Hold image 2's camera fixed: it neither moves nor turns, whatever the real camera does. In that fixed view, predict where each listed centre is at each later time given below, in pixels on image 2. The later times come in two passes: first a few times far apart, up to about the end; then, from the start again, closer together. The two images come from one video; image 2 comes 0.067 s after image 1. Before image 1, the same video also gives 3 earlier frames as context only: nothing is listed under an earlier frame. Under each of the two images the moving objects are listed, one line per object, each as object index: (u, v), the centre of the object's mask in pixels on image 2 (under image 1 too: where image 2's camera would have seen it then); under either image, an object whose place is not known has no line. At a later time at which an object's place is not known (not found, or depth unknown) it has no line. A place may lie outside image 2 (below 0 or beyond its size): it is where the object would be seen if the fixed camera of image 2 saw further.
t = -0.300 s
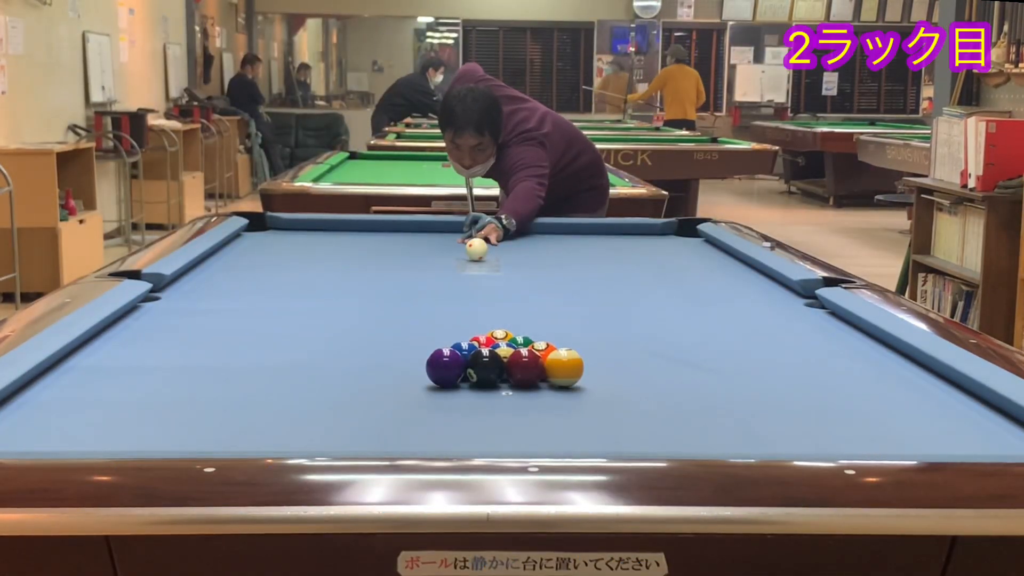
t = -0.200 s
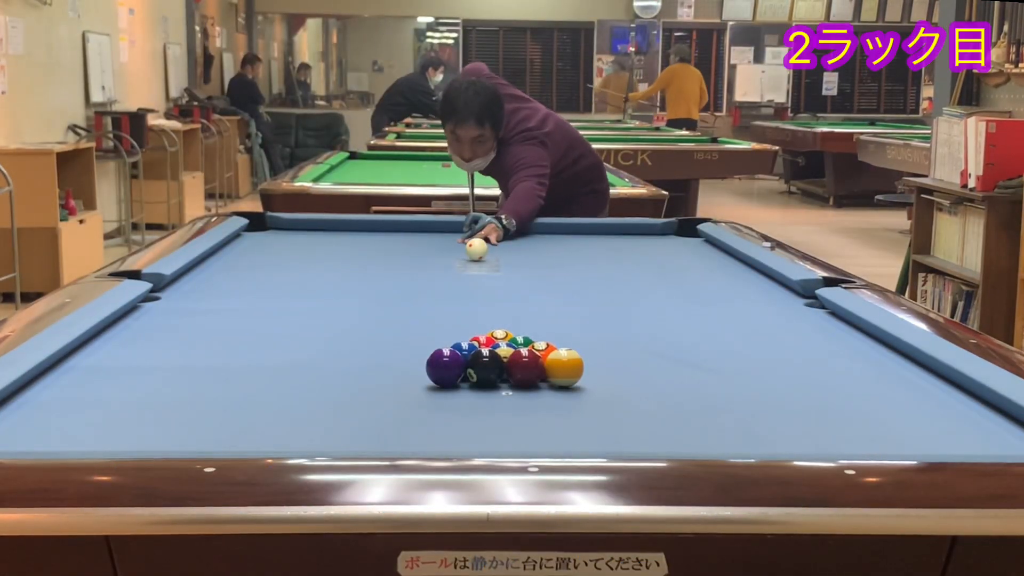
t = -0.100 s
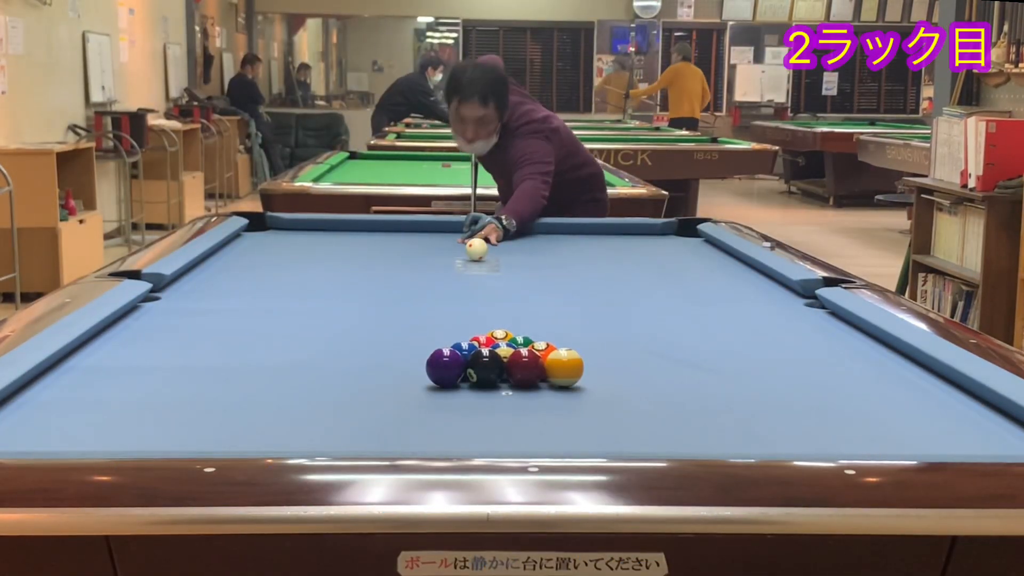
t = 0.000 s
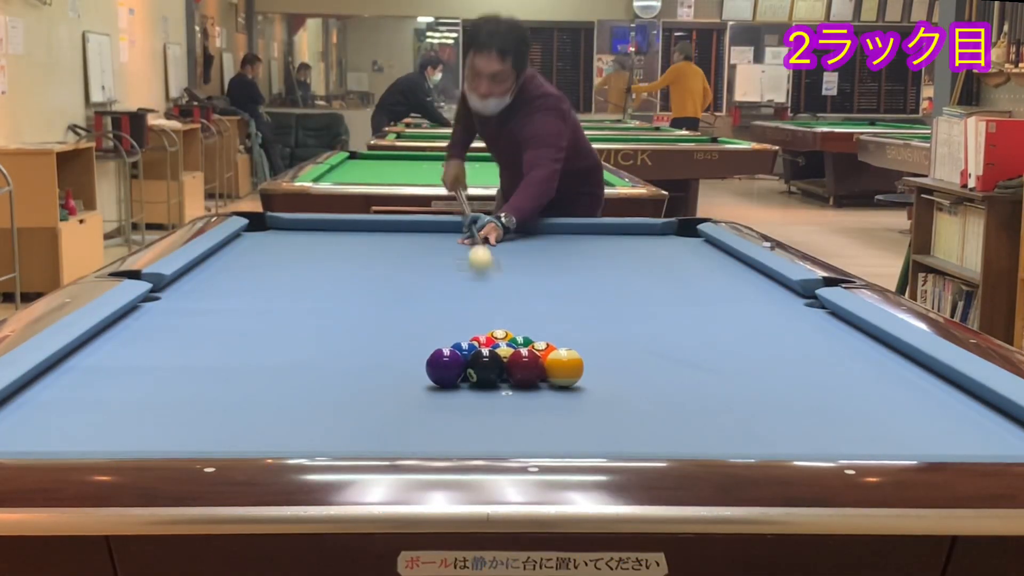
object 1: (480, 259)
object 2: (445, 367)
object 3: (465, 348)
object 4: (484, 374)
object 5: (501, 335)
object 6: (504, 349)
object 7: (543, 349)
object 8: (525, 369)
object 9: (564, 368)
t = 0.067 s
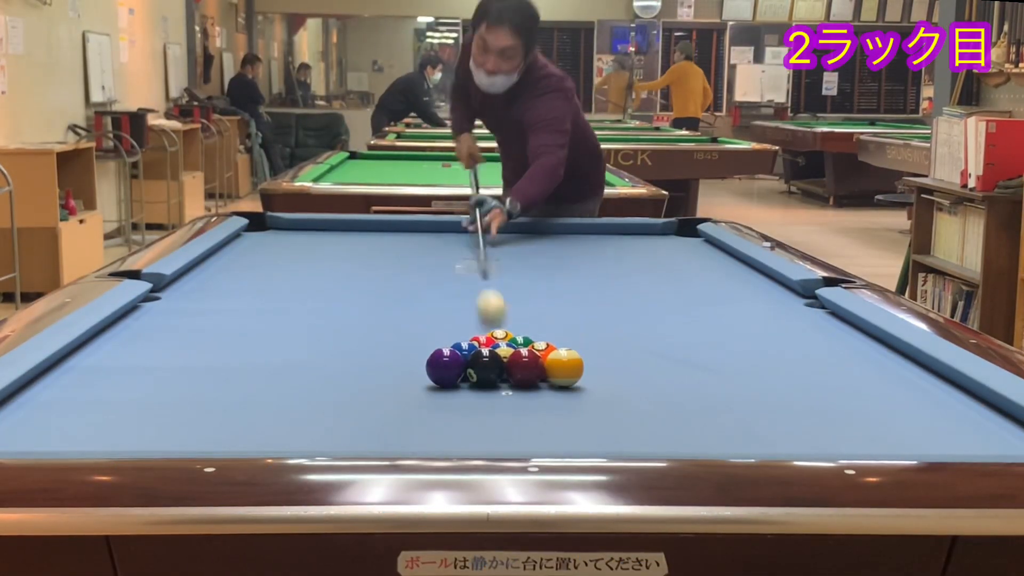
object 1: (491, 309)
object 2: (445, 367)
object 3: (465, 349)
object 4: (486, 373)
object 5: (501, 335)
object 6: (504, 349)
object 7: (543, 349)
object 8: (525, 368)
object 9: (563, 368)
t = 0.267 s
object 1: (544, 234)
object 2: (162, 419)
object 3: (405, 367)
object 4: (390, 413)
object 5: (469, 318)
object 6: (515, 363)
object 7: (626, 365)
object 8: (628, 428)
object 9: (885, 431)
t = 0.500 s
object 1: (592, 277)
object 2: (153, 322)
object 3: (329, 372)
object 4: (270, 444)
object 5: (430, 320)
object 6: (530, 354)
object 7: (725, 364)
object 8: (678, 415)
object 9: (849, 345)
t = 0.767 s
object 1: (636, 283)
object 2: (297, 279)
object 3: (242, 376)
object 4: (229, 419)
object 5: (392, 306)
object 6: (545, 351)
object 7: (836, 367)
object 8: (688, 372)
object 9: (689, 298)
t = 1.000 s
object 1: (665, 271)
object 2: (371, 254)
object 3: (157, 384)
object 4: (200, 396)
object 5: (363, 294)
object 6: (555, 348)
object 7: (924, 369)
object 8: (695, 343)
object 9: (602, 282)
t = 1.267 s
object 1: (694, 258)
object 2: (434, 231)
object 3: (42, 383)
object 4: (200, 380)
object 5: (334, 282)
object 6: (565, 346)
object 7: (874, 365)
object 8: (702, 318)
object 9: (520, 268)
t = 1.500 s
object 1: (716, 249)
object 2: (493, 231)
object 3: (97, 380)
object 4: (210, 372)
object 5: (312, 273)
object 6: (571, 345)
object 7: (836, 363)
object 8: (706, 300)
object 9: (457, 257)
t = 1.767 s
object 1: (689, 241)
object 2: (584, 243)
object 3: (151, 376)
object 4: (213, 355)
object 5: (290, 265)
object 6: (578, 343)
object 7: (797, 360)
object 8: (711, 284)
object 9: (395, 247)
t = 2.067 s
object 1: (656, 233)
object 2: (696, 257)
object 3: (204, 372)
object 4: (218, 342)
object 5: (267, 256)
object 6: (582, 343)
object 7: (759, 358)
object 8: (716, 268)
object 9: (334, 236)
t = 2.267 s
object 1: (637, 229)
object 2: (744, 266)
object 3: (236, 370)
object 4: (218, 339)
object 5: (254, 250)
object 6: (583, 343)
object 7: (737, 356)
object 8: (694, 259)
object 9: (298, 230)
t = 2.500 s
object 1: (616, 228)
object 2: (745, 276)
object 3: (269, 368)
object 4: (220, 334)
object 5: (240, 245)
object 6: (583, 343)
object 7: (714, 355)
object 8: (642, 250)
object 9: (260, 224)
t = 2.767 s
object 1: (593, 228)
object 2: (747, 290)
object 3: (303, 367)
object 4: (222, 328)
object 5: (241, 240)
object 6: (583, 343)
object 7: (691, 354)
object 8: (591, 242)
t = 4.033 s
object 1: (488, 243)
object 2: (758, 380)
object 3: (405, 362)
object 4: (226, 314)
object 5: (289, 224)
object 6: (583, 343)
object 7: (631, 353)
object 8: (442, 233)
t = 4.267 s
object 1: (470, 245)
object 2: (762, 405)
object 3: (415, 362)
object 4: (226, 312)
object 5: (295, 223)
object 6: (583, 343)
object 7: (628, 353)
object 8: (424, 235)
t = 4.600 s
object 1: (446, 248)
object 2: (768, 438)
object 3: (424, 362)
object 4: (226, 312)
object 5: (296, 224)
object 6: (583, 343)
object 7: (627, 353)
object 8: (397, 239)
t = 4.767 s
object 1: (434, 249)
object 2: (747, 440)
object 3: (426, 362)
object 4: (226, 312)
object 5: (296, 225)
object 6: (583, 343)
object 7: (627, 353)
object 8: (384, 240)
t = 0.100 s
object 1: (501, 324)
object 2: (444, 368)
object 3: (464, 349)
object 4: (485, 373)
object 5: (500, 334)
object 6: (503, 352)
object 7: (544, 349)
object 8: (526, 369)
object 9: (568, 368)
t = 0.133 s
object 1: (510, 295)
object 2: (378, 394)
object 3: (446, 358)
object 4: (467, 379)
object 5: (493, 325)
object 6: (506, 360)
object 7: (564, 357)
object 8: (544, 378)
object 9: (635, 389)
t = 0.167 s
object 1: (519, 271)
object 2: (303, 425)
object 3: (435, 358)
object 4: (448, 389)
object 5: (487, 313)
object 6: (508, 359)
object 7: (581, 360)
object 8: (564, 391)
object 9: (710, 410)
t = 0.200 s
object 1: (528, 251)
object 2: (213, 442)
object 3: (425, 361)
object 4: (428, 398)
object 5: (481, 309)
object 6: (511, 364)
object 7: (597, 362)
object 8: (584, 403)
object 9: (795, 433)
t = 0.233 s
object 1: (536, 240)
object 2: (182, 434)
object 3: (416, 365)
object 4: (410, 404)
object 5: (475, 310)
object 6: (513, 364)
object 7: (612, 362)
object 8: (605, 417)
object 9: (873, 441)
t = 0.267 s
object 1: (544, 234)
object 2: (162, 419)
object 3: (405, 367)
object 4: (390, 413)
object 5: (469, 318)
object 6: (515, 363)
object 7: (626, 365)
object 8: (628, 428)
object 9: (885, 431)
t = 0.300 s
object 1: (551, 237)
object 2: (145, 398)
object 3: (394, 369)
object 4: (370, 423)
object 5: (462, 335)
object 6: (517, 362)
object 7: (640, 365)
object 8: (651, 436)
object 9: (894, 416)
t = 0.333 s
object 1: (558, 242)
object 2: (134, 381)
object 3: (383, 369)
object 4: (352, 432)
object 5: (457, 323)
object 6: (519, 361)
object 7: (654, 363)
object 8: (673, 442)
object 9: (903, 400)
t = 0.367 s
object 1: (566, 256)
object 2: (123, 366)
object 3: (372, 369)
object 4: (333, 436)
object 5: (452, 318)
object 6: (522, 359)
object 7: (668, 363)
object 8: (674, 438)
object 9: (911, 386)
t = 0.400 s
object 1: (572, 272)
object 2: (111, 352)
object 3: (361, 370)
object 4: (297, 441)
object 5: (446, 320)
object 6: (524, 358)
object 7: (682, 364)
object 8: (675, 433)
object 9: (918, 373)
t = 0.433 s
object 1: (579, 295)
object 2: (106, 338)
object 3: (351, 370)
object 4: (292, 445)
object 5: (441, 323)
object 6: (526, 356)
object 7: (697, 364)
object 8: (676, 428)
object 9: (910, 362)
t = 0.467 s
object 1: (586, 290)
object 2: (126, 330)
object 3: (340, 371)
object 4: (274, 444)
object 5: (436, 319)
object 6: (528, 354)
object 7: (711, 364)
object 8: (677, 421)
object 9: (879, 353)
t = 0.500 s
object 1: (592, 277)
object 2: (153, 322)
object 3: (329, 372)
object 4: (270, 444)
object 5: (430, 320)
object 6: (530, 354)
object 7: (725, 364)
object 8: (678, 415)
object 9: (849, 345)
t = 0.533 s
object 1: (598, 270)
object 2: (178, 315)
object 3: (318, 372)
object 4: (268, 441)
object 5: (425, 318)
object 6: (532, 354)
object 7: (739, 365)
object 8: (680, 409)
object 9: (822, 338)
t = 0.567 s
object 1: (604, 268)
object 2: (198, 308)
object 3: (307, 373)
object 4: (260, 439)
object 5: (420, 316)
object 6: (534, 353)
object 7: (753, 365)
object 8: (681, 403)
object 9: (797, 330)
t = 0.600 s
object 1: (609, 272)
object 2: (220, 302)
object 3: (296, 374)
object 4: (253, 436)
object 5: (415, 315)
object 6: (536, 352)
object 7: (767, 365)
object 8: (682, 397)
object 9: (775, 324)
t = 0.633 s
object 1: (615, 281)
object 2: (238, 297)
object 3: (285, 375)
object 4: (247, 432)
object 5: (411, 313)
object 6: (538, 352)
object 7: (781, 366)
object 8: (684, 391)
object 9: (754, 318)
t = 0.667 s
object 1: (620, 289)
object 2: (255, 289)
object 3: (275, 376)
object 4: (241, 428)
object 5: (406, 311)
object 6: (539, 352)
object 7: (794, 366)
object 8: (685, 386)
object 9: (736, 313)
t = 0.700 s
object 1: (626, 282)
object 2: (271, 282)
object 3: (263, 376)
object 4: (236, 425)
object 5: (401, 309)
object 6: (541, 351)
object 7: (808, 366)
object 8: (686, 381)
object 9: (718, 308)
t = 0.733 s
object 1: (631, 280)
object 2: (284, 280)
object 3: (252, 377)
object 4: (231, 421)
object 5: (396, 307)
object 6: (543, 351)
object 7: (822, 366)
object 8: (687, 376)
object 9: (703, 303)
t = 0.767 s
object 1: (636, 283)
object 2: (297, 279)
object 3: (242, 376)
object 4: (229, 419)
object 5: (392, 306)
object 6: (545, 351)
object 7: (836, 367)
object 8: (688, 372)
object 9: (689, 298)
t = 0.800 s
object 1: (641, 285)
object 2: (308, 275)
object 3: (231, 374)
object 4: (224, 416)
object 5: (388, 304)
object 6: (546, 350)
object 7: (849, 368)
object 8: (689, 367)
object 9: (673, 293)
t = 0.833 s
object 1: (643, 281)
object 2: (320, 271)
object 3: (219, 373)
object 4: (216, 411)
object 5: (383, 302)
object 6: (548, 350)
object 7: (863, 368)
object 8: (691, 363)
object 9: (660, 290)
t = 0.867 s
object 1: (655, 277)
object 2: (331, 265)
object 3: (205, 373)
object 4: (211, 407)
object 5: (379, 300)
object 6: (551, 350)
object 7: (877, 368)
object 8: (692, 359)
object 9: (648, 289)
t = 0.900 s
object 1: (657, 279)
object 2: (341, 263)
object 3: (192, 375)
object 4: (207, 404)
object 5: (375, 299)
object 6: (551, 349)
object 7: (891, 368)
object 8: (693, 355)
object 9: (635, 287)
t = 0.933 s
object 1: (658, 277)
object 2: (352, 258)
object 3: (179, 379)
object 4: (202, 400)
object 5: (371, 297)
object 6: (553, 349)
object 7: (904, 368)
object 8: (694, 351)
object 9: (624, 285)
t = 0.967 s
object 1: (662, 274)
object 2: (361, 255)
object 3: (169, 383)
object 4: (198, 397)
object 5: (367, 295)
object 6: (554, 348)
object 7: (917, 368)
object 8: (694, 347)
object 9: (613, 283)
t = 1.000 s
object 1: (665, 271)
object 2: (371, 254)
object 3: (157, 384)
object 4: (200, 396)
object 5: (363, 294)
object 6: (555, 348)
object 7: (924, 369)
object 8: (695, 343)
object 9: (602, 282)
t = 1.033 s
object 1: (669, 269)
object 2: (379, 249)
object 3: (141, 384)
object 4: (204, 395)
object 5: (359, 293)
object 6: (557, 348)
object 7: (916, 368)
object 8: (696, 340)
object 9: (591, 280)
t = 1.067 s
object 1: (672, 267)
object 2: (388, 246)
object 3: (126, 383)
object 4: (203, 393)
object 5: (356, 291)
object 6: (558, 347)
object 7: (910, 368)
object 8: (697, 336)
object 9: (580, 278)
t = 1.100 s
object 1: (676, 265)
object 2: (396, 243)
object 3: (111, 384)
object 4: (202, 391)
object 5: (352, 290)
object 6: (559, 347)
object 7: (903, 367)
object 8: (698, 333)
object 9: (569, 276)
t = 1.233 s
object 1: (690, 259)
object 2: (426, 233)
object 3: (50, 383)
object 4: (202, 382)
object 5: (338, 284)
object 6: (564, 346)
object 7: (880, 366)
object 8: (701, 321)
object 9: (529, 270)
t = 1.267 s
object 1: (694, 258)
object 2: (434, 231)
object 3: (42, 383)
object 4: (200, 380)
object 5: (334, 282)
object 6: (565, 346)
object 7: (874, 365)
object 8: (702, 318)
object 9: (520, 268)
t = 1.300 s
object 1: (697, 257)
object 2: (441, 230)
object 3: (52, 383)
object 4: (202, 379)
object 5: (331, 281)
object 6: (566, 346)
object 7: (868, 365)
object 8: (703, 315)
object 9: (510, 266)
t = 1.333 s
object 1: (700, 255)
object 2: (446, 228)
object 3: (60, 382)
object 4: (204, 377)
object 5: (328, 280)
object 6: (567, 345)
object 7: (863, 365)
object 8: (703, 313)
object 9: (501, 265)
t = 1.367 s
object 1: (704, 254)
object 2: (453, 226)
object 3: (68, 382)
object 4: (206, 376)
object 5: (325, 279)
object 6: (568, 345)
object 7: (857, 365)
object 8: (704, 310)
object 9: (492, 263)
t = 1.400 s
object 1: (707, 253)
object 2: (463, 226)
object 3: (75, 381)
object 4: (207, 375)
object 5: (321, 277)
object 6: (569, 345)
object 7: (852, 364)
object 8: (704, 308)
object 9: (483, 261)
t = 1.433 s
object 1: (710, 252)
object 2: (472, 228)
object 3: (83, 381)
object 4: (209, 374)
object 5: (318, 276)
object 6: (569, 345)
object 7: (847, 364)
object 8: (705, 305)
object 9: (474, 261)
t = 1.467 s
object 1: (713, 250)
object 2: (484, 230)
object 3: (90, 380)
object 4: (211, 373)
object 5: (315, 275)
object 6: (570, 345)
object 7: (841, 363)
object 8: (706, 303)
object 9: (465, 259)
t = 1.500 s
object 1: (716, 249)
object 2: (493, 231)
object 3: (97, 380)
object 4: (210, 372)
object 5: (312, 273)
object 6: (571, 345)
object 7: (836, 363)
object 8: (706, 300)
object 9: (457, 257)
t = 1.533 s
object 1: (717, 248)
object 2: (504, 233)
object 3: (104, 379)
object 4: (209, 370)
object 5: (309, 272)
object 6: (572, 344)
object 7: (831, 362)
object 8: (707, 298)
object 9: (448, 256)
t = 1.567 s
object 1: (713, 247)
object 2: (516, 234)
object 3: (111, 379)
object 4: (209, 367)
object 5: (306, 271)
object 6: (573, 344)
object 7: (826, 362)
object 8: (708, 296)
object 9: (441, 255)
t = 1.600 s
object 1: (709, 246)
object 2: (527, 236)
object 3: (118, 378)
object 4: (211, 361)
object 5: (303, 270)
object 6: (574, 344)
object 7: (821, 362)
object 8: (708, 294)
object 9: (433, 253)
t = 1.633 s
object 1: (704, 245)
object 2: (538, 237)
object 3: (125, 378)
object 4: (212, 359)
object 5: (300, 269)
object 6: (575, 344)
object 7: (816, 361)
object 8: (709, 291)
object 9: (425, 252)
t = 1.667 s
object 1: (700, 244)
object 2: (549, 238)
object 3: (131, 378)
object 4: (212, 358)
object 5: (298, 268)
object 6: (575, 344)
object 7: (812, 361)
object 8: (710, 289)
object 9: (418, 251)
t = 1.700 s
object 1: (696, 243)
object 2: (561, 240)
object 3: (138, 377)
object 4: (213, 357)
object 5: (295, 267)
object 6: (576, 344)
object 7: (807, 361)
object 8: (710, 287)
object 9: (410, 249)
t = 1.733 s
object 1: (692, 242)
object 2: (572, 241)
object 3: (144, 376)
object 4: (213, 356)
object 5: (292, 266)
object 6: (577, 343)
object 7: (802, 361)
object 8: (711, 286)
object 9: (402, 248)
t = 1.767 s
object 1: (689, 241)
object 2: (584, 243)
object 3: (151, 376)
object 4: (213, 355)
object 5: (290, 265)
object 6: (578, 343)
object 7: (797, 360)
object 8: (711, 284)
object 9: (395, 247)
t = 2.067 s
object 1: (656, 233)
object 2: (696, 257)
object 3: (204, 372)
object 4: (218, 342)
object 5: (267, 256)
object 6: (582, 343)
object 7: (759, 358)
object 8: (716, 268)
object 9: (334, 236)
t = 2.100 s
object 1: (652, 233)
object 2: (708, 253)
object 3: (209, 372)
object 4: (218, 341)
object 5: (265, 255)
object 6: (582, 343)
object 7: (755, 358)
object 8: (717, 266)
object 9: (328, 235)
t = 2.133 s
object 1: (649, 232)
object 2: (727, 254)
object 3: (215, 372)
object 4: (217, 340)
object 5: (263, 254)
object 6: (582, 343)
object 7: (752, 357)
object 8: (718, 264)
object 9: (322, 234)
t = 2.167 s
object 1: (646, 231)
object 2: (738, 261)
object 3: (220, 371)
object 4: (217, 339)
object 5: (260, 253)
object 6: (582, 342)
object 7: (748, 357)
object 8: (718, 263)
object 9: (316, 233)
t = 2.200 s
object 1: (643, 230)
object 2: (744, 263)
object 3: (226, 371)
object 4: (217, 339)
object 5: (258, 252)
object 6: (582, 343)
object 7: (744, 357)
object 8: (715, 262)
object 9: (310, 232)
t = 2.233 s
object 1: (640, 230)
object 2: (744, 264)
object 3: (231, 371)
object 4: (217, 339)
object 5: (256, 251)
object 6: (583, 343)
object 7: (741, 357)
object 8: (704, 260)
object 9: (304, 231)
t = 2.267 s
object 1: (637, 229)
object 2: (744, 266)
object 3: (236, 370)
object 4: (218, 339)
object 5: (254, 250)
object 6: (583, 343)
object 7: (737, 356)
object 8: (694, 259)
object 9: (298, 230)
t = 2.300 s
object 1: (634, 228)
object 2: (744, 267)
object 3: (241, 370)
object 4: (218, 338)
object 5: (252, 250)
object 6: (583, 343)
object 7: (733, 356)
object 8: (686, 258)
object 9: (292, 229)
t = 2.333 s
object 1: (630, 228)
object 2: (745, 268)
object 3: (246, 370)
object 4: (219, 338)
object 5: (250, 249)
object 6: (583, 342)
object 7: (730, 356)
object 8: (679, 256)
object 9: (287, 228)
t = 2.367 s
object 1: (628, 227)
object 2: (745, 270)
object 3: (250, 370)
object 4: (219, 337)
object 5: (248, 248)
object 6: (583, 343)
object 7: (727, 356)
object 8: (671, 255)
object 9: (281, 227)
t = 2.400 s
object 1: (625, 228)
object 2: (745, 271)
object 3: (255, 369)
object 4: (220, 336)
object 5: (246, 247)
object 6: (583, 343)
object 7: (723, 356)
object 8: (664, 254)
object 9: (275, 226)
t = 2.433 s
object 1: (622, 228)
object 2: (745, 273)
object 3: (260, 369)
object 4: (220, 335)
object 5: (244, 246)
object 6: (583, 343)
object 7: (720, 355)
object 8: (656, 252)
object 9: (270, 225)
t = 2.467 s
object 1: (619, 228)
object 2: (745, 275)
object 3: (265, 369)
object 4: (220, 335)
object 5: (242, 246)
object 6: (583, 343)
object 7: (717, 355)
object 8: (649, 252)
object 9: (265, 225)
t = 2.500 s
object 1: (616, 228)
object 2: (745, 276)
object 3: (269, 368)
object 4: (220, 334)
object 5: (240, 245)
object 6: (583, 343)
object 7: (714, 355)
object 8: (642, 250)
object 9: (260, 224)
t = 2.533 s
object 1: (613, 229)
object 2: (746, 278)
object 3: (274, 368)
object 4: (221, 333)
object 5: (238, 244)
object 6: (583, 343)
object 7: (711, 355)
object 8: (636, 249)
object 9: (256, 223)
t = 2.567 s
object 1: (610, 229)
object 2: (746, 279)
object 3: (278, 368)
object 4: (221, 332)
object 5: (236, 243)
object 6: (583, 343)
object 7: (708, 355)
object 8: (629, 248)
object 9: (253, 222)
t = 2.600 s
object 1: (607, 230)
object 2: (746, 281)
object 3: (282, 368)
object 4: (221, 332)
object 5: (234, 243)
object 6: (583, 343)
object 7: (705, 355)
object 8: (622, 247)
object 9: (251, 222)
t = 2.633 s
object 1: (604, 230)
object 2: (746, 283)
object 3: (287, 367)
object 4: (221, 331)
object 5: (235, 242)
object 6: (583, 343)
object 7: (702, 355)
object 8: (616, 246)
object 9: (249, 227)
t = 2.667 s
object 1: (601, 229)
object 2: (746, 284)
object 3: (291, 367)
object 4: (222, 330)
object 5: (236, 241)
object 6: (583, 343)
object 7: (699, 355)
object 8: (609, 245)
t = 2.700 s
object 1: (598, 229)
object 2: (746, 286)
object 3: (295, 367)
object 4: (222, 329)
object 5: (238, 241)
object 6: (583, 343)
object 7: (696, 354)
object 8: (603, 243)
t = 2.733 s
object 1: (596, 229)
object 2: (746, 288)
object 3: (299, 367)
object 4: (222, 329)
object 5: (240, 240)
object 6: (583, 343)
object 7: (694, 354)
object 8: (596, 243)
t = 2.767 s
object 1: (593, 228)
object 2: (747, 290)
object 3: (303, 367)
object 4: (222, 328)
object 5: (241, 240)
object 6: (583, 343)
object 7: (691, 354)
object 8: (591, 242)
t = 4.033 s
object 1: (488, 243)
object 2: (758, 380)
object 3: (405, 362)
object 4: (226, 314)
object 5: (289, 224)
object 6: (583, 343)
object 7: (631, 353)
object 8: (442, 233)
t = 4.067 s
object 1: (485, 243)
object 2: (758, 384)
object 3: (407, 362)
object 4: (226, 313)
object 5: (290, 224)
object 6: (583, 343)
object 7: (630, 353)
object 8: (440, 233)
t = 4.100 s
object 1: (483, 244)
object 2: (759, 387)
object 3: (408, 362)
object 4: (226, 313)
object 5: (291, 223)
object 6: (583, 343)
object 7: (630, 352)
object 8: (437, 233)
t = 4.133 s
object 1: (480, 244)
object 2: (759, 390)
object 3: (410, 362)
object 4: (226, 313)
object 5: (292, 223)
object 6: (583, 343)
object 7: (629, 353)
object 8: (434, 234)
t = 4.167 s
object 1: (478, 244)
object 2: (760, 394)
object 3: (411, 362)
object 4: (226, 313)
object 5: (293, 223)
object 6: (583, 343)
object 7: (629, 353)
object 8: (432, 234)
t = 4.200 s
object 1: (475, 244)
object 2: (761, 398)
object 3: (412, 362)
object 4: (226, 313)
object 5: (294, 223)
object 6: (583, 343)
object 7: (629, 353)
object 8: (429, 234)
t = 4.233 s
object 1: (473, 245)
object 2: (761, 401)
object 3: (413, 362)
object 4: (226, 312)
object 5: (294, 223)
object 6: (583, 343)
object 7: (628, 353)
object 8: (426, 235)
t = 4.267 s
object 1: (470, 245)
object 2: (762, 405)
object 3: (415, 362)
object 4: (226, 312)
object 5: (295, 223)
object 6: (583, 343)
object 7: (628, 353)
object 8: (424, 235)
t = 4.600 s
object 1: (446, 248)
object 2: (768, 438)
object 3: (424, 362)
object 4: (226, 312)
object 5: (296, 224)
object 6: (583, 343)
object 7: (627, 353)
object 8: (397, 239)
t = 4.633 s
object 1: (443, 248)
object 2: (769, 440)
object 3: (424, 362)
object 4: (226, 311)
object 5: (296, 224)
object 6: (583, 343)
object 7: (627, 353)
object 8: (394, 239)
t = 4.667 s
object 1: (442, 248)
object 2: (770, 442)
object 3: (425, 362)
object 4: (226, 311)
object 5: (296, 225)
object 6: (583, 343)
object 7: (627, 353)
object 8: (392, 239)
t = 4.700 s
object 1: (439, 248)
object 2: (765, 442)
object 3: (425, 362)
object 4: (226, 312)
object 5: (296, 225)
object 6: (583, 343)
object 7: (627, 353)
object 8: (389, 240)
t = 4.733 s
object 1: (437, 249)
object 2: (755, 441)
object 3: (426, 362)
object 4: (226, 311)
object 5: (296, 225)
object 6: (583, 343)
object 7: (627, 353)
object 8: (386, 240)
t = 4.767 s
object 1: (434, 249)
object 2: (747, 440)
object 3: (426, 362)
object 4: (226, 312)
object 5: (296, 225)
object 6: (583, 343)
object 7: (627, 353)
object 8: (384, 240)
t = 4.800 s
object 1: (432, 249)
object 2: (738, 439)
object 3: (426, 362)
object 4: (226, 311)
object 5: (297, 225)
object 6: (583, 343)
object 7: (627, 353)
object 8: (381, 241)
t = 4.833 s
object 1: (430, 250)
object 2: (731, 437)
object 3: (426, 361)
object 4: (226, 311)
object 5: (297, 225)
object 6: (583, 343)
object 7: (627, 353)
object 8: (379, 241)
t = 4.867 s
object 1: (427, 250)
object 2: (722, 436)
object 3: (426, 362)
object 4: (226, 312)
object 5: (297, 225)
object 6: (583, 343)
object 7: (627, 353)
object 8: (376, 241)
